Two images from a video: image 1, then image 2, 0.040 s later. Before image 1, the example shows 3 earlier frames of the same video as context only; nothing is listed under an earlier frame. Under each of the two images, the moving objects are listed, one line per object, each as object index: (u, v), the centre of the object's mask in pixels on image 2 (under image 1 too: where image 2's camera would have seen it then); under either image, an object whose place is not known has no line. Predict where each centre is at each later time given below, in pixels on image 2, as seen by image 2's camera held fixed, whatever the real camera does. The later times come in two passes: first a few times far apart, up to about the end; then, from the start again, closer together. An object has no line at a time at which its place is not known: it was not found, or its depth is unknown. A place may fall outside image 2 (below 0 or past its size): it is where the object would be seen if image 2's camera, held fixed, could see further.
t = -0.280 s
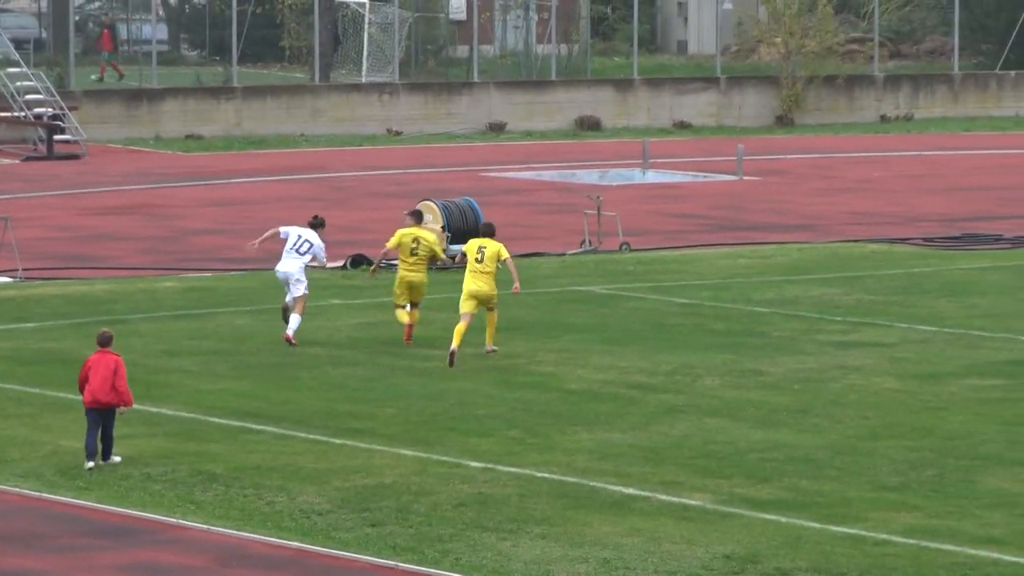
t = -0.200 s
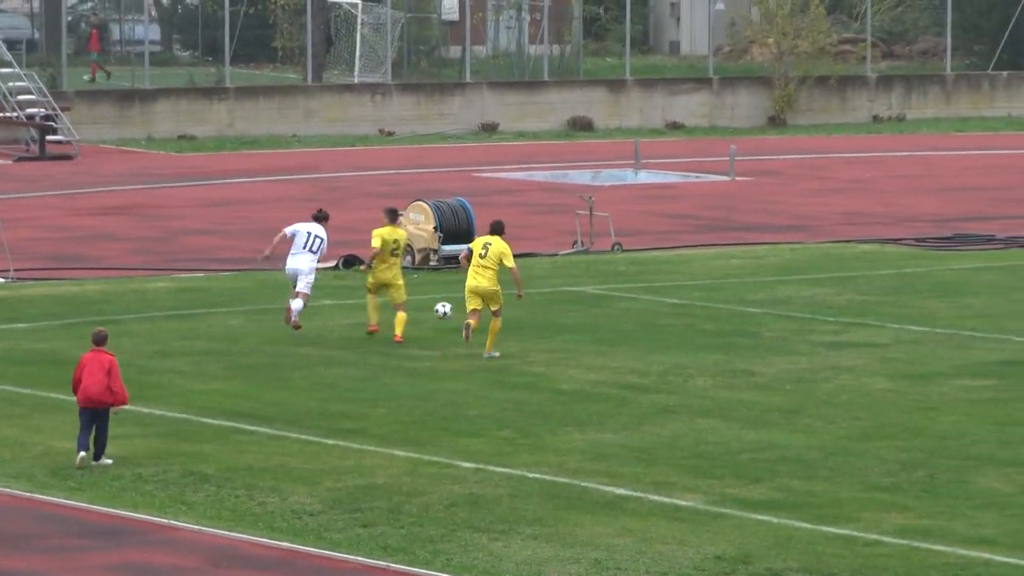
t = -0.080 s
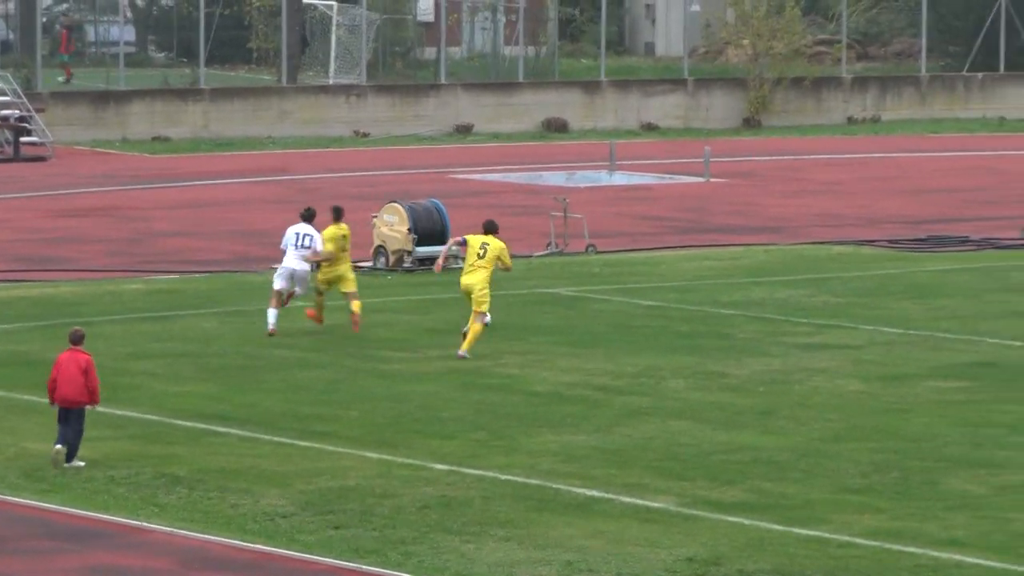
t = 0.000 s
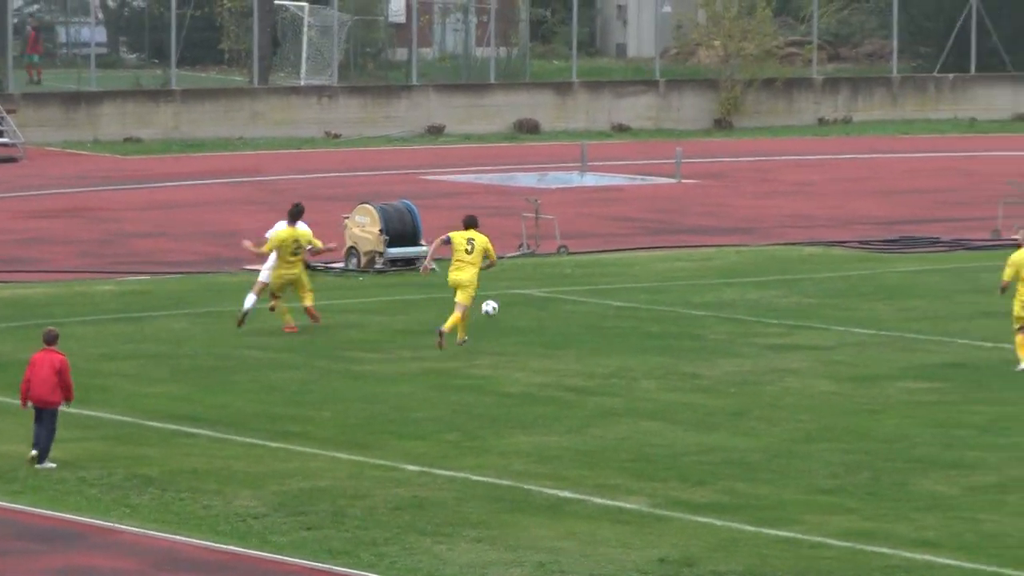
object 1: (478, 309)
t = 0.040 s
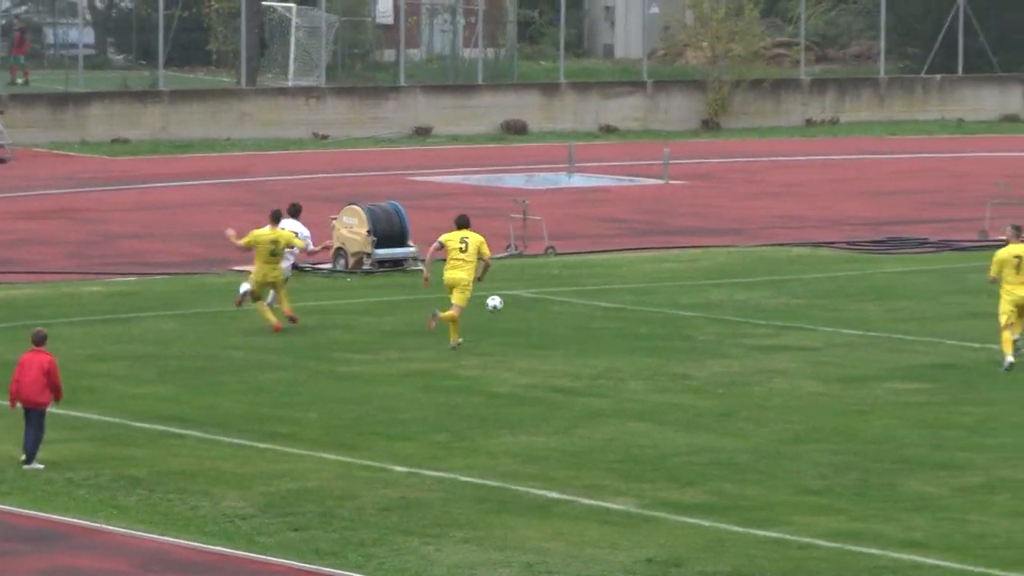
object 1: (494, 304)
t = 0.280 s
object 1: (593, 299)
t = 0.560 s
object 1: (685, 286)
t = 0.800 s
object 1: (745, 281)
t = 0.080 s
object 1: (510, 300)
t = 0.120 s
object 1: (527, 298)
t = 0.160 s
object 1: (544, 296)
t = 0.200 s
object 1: (560, 296)
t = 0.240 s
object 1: (576, 297)
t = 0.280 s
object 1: (593, 299)
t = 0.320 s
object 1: (609, 302)
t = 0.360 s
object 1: (622, 300)
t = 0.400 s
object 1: (635, 295)
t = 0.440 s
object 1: (648, 290)
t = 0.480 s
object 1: (660, 288)
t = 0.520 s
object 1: (673, 286)
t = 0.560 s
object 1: (685, 286)
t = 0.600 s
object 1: (698, 287)
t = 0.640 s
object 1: (711, 289)
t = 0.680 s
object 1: (723, 292)
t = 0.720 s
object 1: (729, 287)
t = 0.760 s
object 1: (737, 283)
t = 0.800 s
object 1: (745, 281)
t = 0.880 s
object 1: (761, 280)
